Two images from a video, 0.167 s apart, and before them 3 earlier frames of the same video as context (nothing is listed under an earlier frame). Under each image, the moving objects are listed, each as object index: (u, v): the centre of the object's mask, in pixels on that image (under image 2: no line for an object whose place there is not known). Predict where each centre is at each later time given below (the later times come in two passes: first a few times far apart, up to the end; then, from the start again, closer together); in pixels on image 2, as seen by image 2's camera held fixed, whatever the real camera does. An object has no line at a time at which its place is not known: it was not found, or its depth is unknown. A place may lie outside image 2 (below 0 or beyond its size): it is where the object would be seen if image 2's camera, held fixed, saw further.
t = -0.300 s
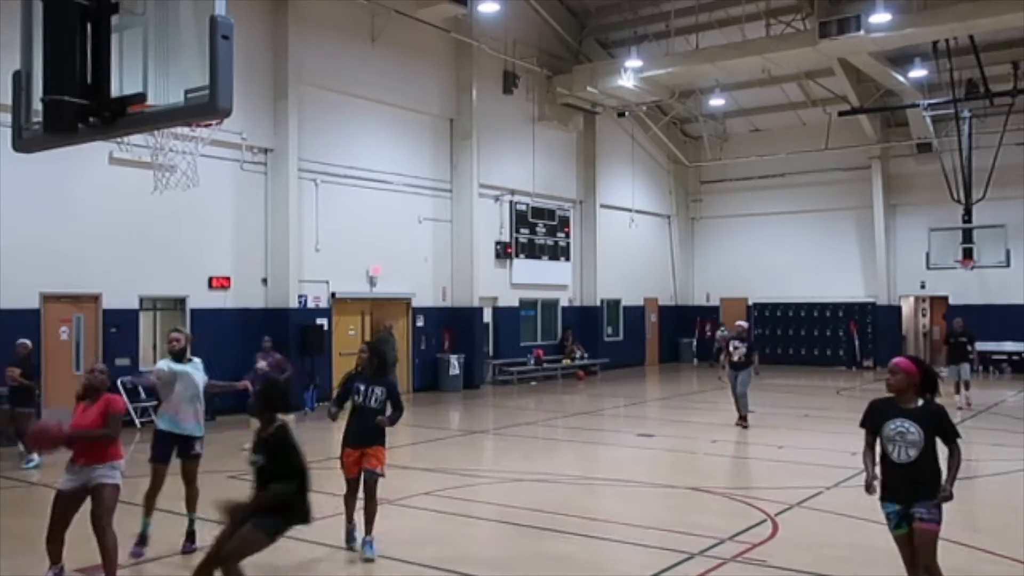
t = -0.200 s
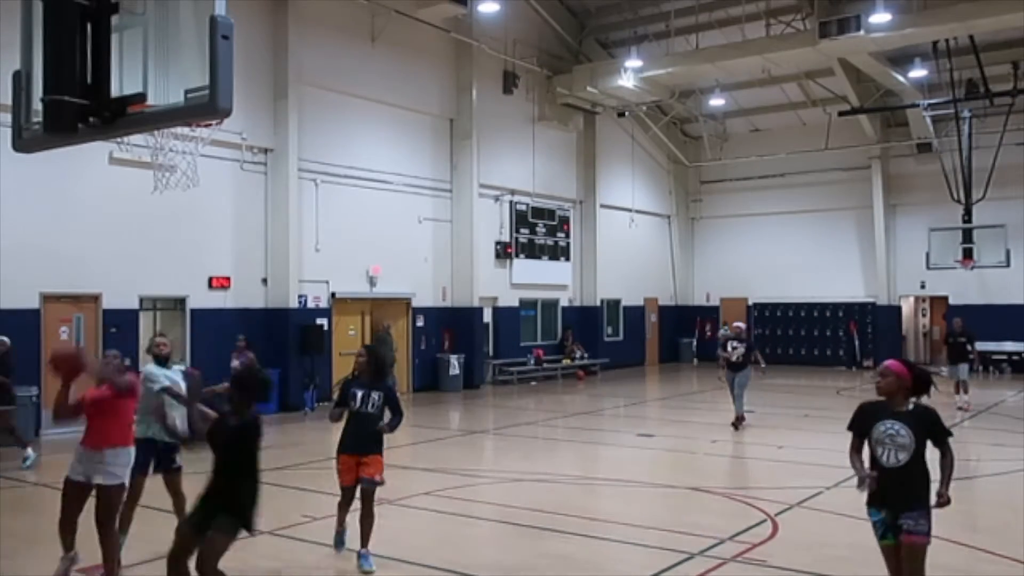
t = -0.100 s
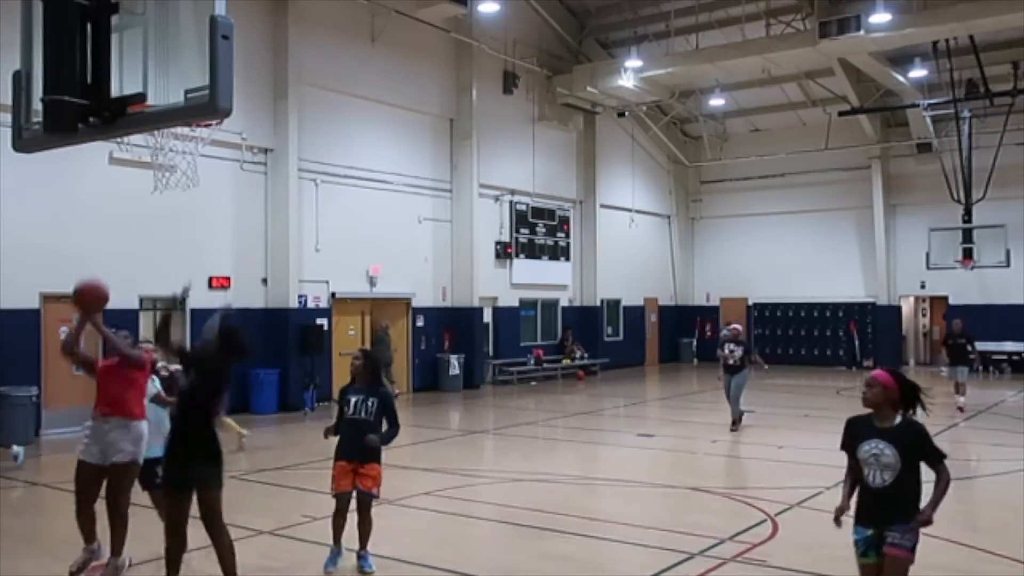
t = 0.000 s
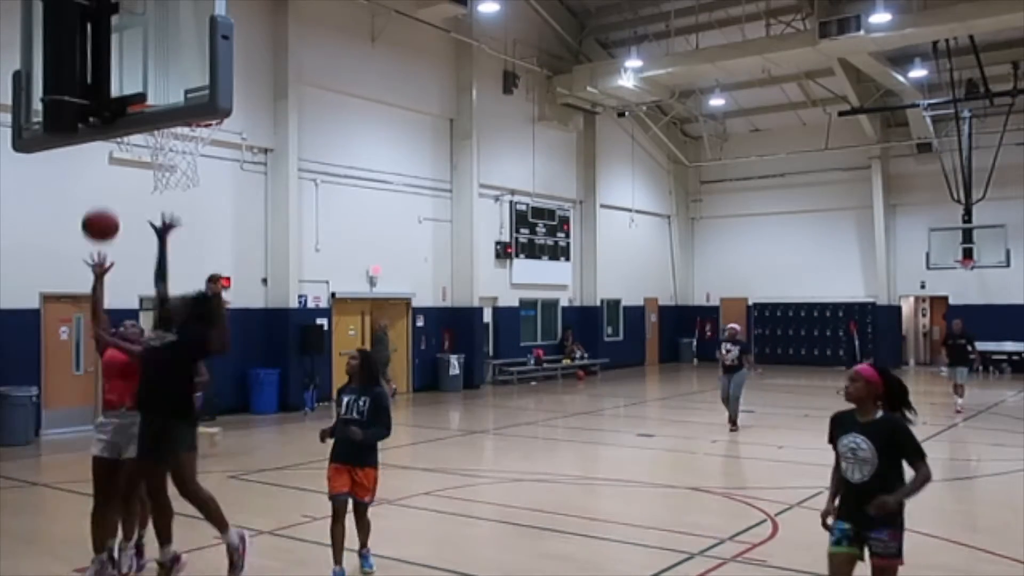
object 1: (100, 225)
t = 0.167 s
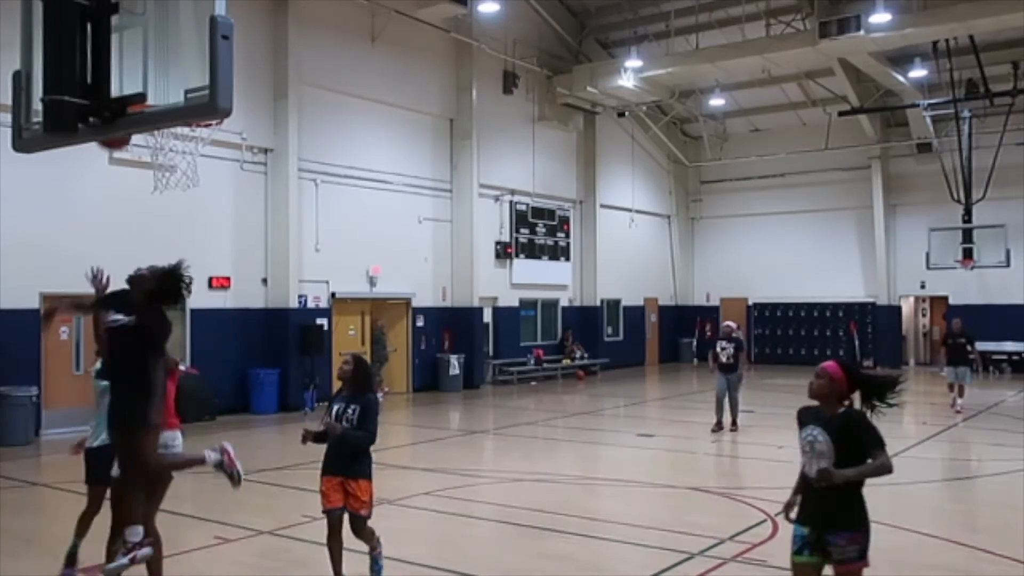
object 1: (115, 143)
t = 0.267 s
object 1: (123, 86)
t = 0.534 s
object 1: (141, 58)
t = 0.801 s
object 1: (168, 64)
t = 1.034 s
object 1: (208, 126)
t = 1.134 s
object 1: (221, 162)
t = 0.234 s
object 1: (119, 91)
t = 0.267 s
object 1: (123, 86)
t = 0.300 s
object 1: (125, 81)
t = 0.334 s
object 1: (126, 74)
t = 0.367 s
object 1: (127, 67)
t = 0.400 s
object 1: (129, 61)
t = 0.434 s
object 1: (132, 58)
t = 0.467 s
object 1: (135, 57)
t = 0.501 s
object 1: (138, 57)
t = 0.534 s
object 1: (141, 58)
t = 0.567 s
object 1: (144, 62)
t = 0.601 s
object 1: (148, 68)
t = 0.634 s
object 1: (151, 75)
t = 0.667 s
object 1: (154, 84)
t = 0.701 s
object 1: (157, 76)
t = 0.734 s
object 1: (158, 68)
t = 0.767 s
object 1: (162, 64)
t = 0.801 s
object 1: (168, 64)
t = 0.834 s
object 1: (172, 65)
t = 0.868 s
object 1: (178, 67)
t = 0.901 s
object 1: (183, 72)
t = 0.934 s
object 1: (187, 78)
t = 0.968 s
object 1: (189, 82)
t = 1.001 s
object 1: (192, 89)
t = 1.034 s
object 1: (208, 126)
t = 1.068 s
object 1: (212, 133)
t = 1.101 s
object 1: (216, 144)
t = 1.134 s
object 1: (221, 162)
